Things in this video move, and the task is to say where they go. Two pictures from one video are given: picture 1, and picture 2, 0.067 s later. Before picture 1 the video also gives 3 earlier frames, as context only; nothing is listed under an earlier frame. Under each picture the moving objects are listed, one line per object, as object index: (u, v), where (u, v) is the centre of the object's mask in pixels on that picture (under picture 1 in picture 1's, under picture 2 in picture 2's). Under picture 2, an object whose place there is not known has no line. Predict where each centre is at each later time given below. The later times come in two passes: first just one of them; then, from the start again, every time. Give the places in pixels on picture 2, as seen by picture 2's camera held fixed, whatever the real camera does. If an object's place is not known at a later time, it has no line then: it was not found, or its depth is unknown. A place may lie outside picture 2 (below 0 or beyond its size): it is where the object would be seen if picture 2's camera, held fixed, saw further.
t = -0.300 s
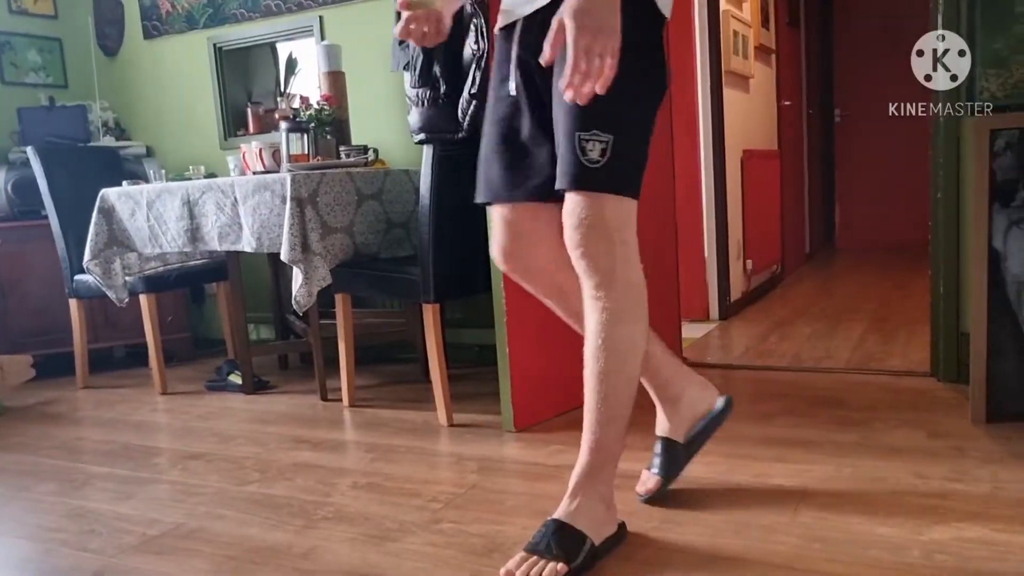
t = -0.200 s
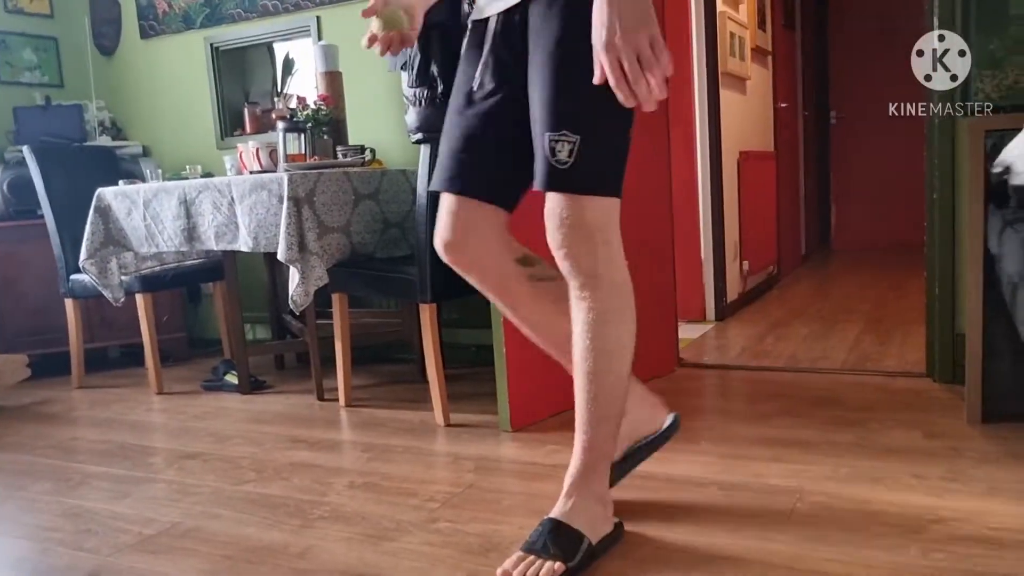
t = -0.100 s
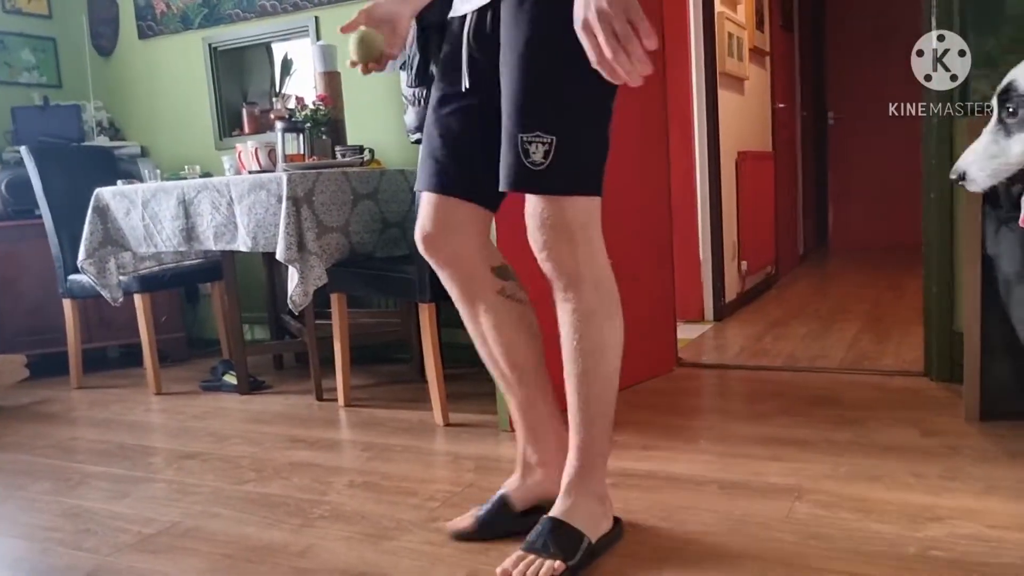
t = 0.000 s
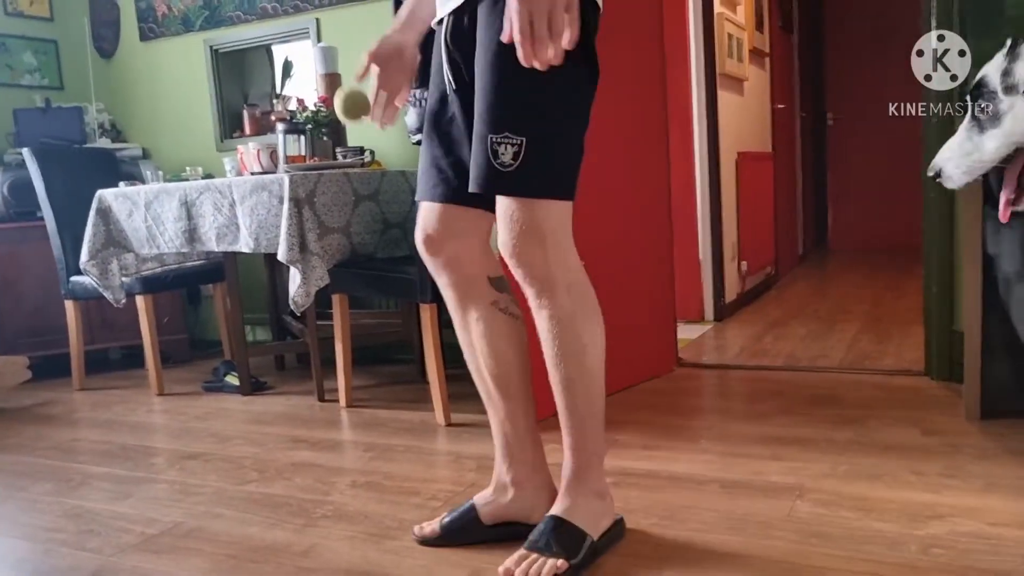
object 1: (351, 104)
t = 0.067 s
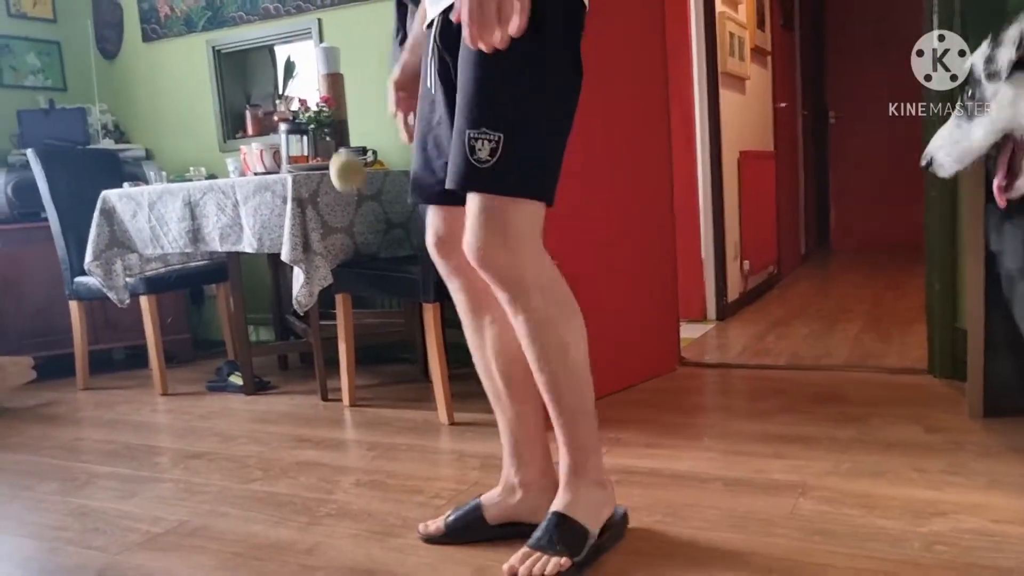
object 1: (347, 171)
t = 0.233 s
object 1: (336, 422)
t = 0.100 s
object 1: (345, 212)
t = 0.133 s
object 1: (343, 258)
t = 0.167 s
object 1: (341, 308)
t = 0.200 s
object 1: (340, 363)
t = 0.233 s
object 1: (336, 422)
